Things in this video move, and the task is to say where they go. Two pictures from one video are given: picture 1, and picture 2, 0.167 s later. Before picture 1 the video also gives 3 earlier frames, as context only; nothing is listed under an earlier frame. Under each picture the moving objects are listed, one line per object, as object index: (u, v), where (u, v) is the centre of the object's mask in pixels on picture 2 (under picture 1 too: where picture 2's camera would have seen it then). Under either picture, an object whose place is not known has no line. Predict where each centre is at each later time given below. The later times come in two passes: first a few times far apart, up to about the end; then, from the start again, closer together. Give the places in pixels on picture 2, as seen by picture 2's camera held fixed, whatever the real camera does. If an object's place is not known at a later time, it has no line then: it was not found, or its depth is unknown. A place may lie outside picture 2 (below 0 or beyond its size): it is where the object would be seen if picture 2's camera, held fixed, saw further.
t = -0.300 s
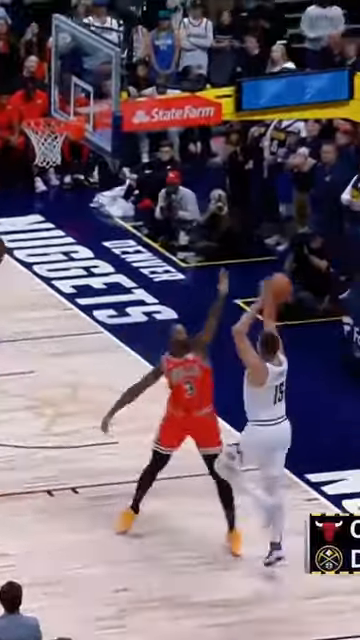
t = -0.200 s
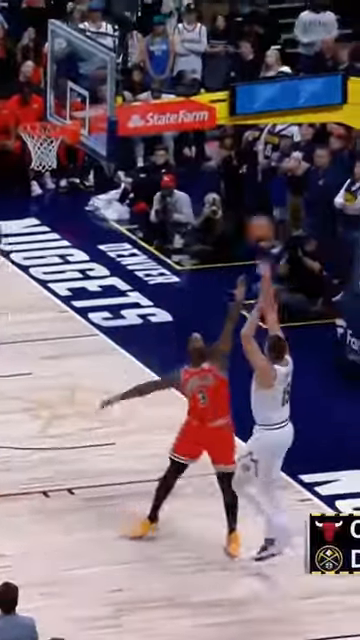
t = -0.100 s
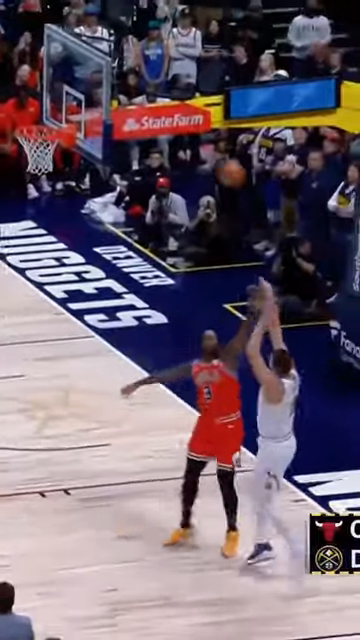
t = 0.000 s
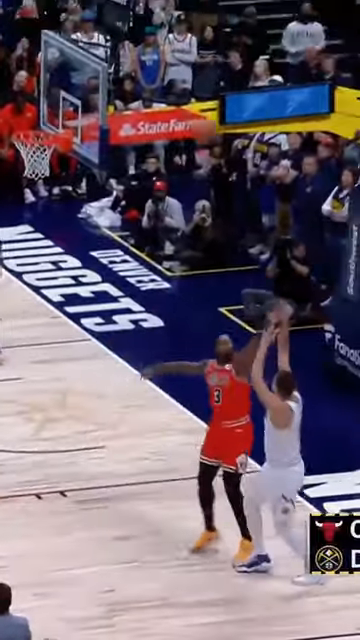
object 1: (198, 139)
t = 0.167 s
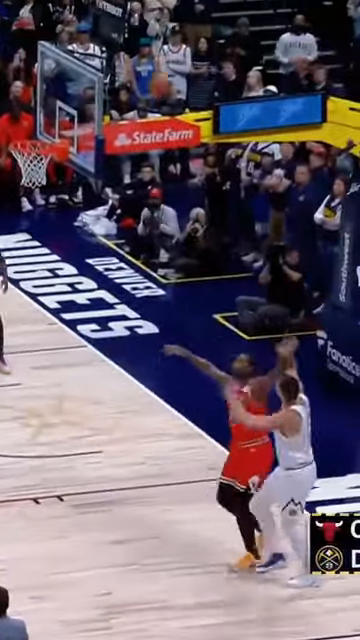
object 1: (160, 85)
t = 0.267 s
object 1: (139, 67)
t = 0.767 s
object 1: (35, 122)
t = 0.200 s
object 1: (152, 79)
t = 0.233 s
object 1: (145, 74)
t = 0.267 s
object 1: (139, 67)
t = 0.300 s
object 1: (132, 64)
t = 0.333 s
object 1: (125, 63)
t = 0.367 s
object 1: (116, 61)
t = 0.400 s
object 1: (109, 61)
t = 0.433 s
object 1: (102, 62)
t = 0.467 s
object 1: (95, 63)
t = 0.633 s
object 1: (61, 85)
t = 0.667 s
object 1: (54, 92)
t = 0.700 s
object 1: (47, 101)
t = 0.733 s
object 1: (42, 111)
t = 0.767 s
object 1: (35, 122)
